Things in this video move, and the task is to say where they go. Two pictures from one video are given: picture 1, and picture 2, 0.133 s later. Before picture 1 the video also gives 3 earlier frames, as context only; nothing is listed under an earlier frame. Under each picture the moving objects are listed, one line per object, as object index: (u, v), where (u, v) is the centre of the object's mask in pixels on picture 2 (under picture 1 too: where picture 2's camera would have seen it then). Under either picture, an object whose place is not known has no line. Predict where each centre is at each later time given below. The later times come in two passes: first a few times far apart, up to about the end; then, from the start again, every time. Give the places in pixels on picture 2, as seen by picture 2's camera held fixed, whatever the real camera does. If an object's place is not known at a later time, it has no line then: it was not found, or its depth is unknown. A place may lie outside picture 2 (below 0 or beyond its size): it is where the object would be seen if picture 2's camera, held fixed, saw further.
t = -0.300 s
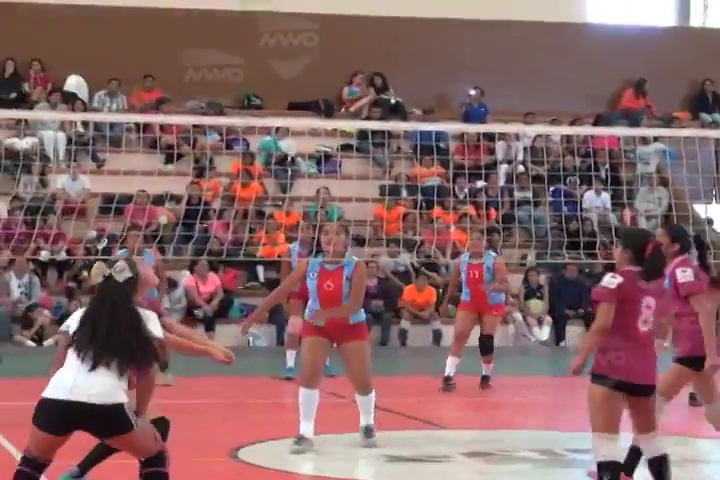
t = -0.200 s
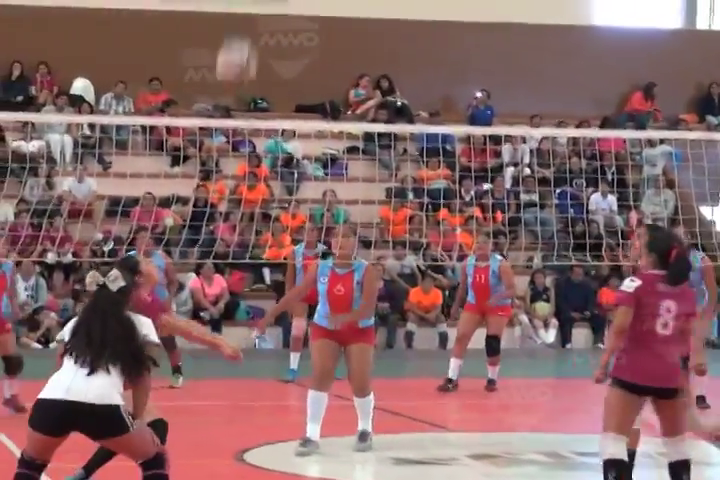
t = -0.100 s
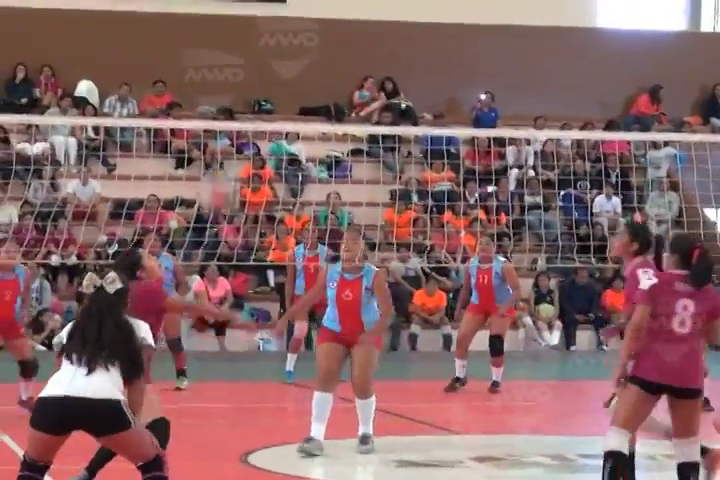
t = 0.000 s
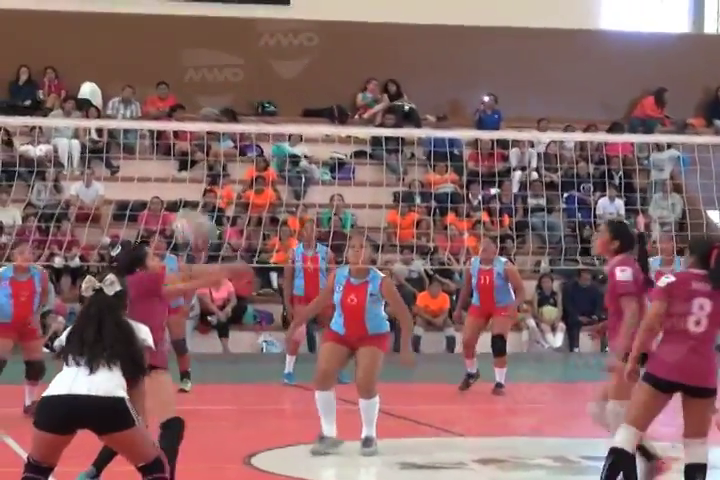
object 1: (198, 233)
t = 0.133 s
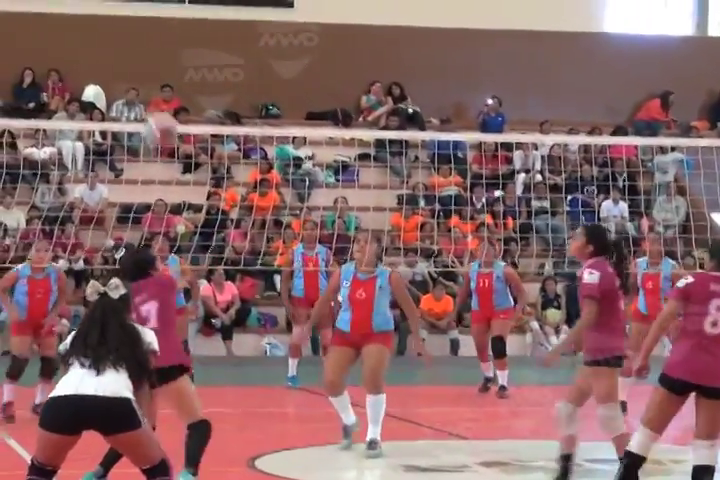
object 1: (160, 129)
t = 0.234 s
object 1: (131, 76)
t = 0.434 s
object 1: (76, 22)
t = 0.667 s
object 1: (15, 36)
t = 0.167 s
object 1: (150, 109)
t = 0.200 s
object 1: (140, 92)
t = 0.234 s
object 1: (131, 76)
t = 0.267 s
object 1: (121, 61)
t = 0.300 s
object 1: (113, 50)
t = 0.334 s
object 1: (104, 40)
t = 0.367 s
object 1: (95, 32)
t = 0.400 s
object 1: (85, 26)
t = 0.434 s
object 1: (76, 22)
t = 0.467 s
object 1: (67, 19)
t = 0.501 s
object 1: (59, 19)
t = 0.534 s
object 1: (51, 19)
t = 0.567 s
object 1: (42, 21)
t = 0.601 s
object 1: (33, 24)
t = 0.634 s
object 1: (24, 30)
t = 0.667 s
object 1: (15, 36)
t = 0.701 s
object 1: (7, 47)
